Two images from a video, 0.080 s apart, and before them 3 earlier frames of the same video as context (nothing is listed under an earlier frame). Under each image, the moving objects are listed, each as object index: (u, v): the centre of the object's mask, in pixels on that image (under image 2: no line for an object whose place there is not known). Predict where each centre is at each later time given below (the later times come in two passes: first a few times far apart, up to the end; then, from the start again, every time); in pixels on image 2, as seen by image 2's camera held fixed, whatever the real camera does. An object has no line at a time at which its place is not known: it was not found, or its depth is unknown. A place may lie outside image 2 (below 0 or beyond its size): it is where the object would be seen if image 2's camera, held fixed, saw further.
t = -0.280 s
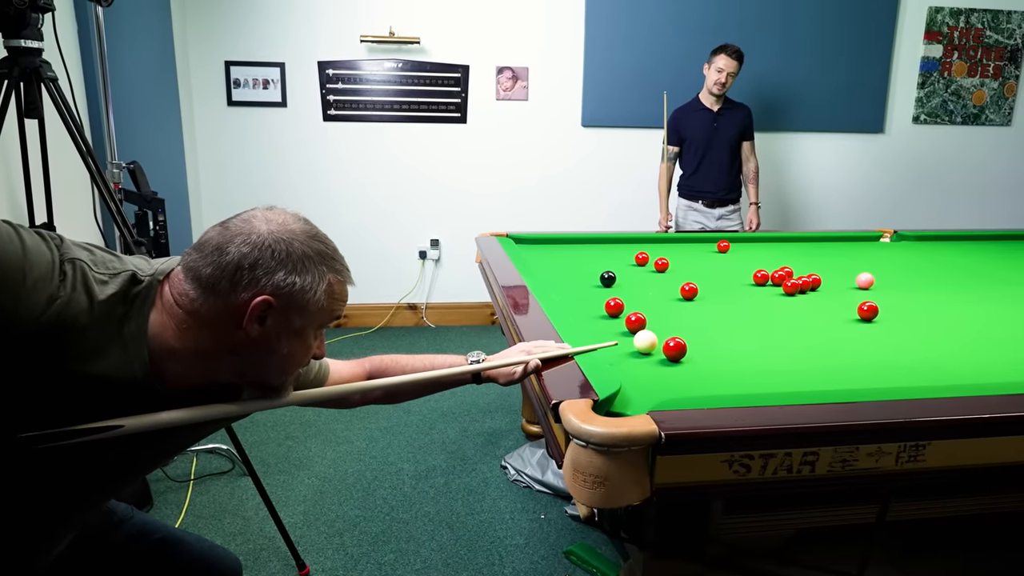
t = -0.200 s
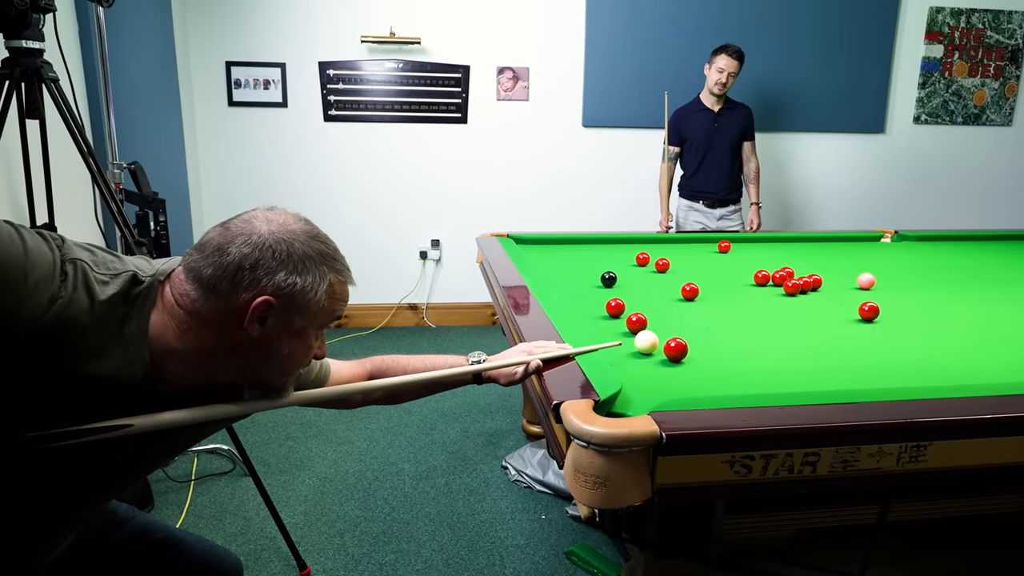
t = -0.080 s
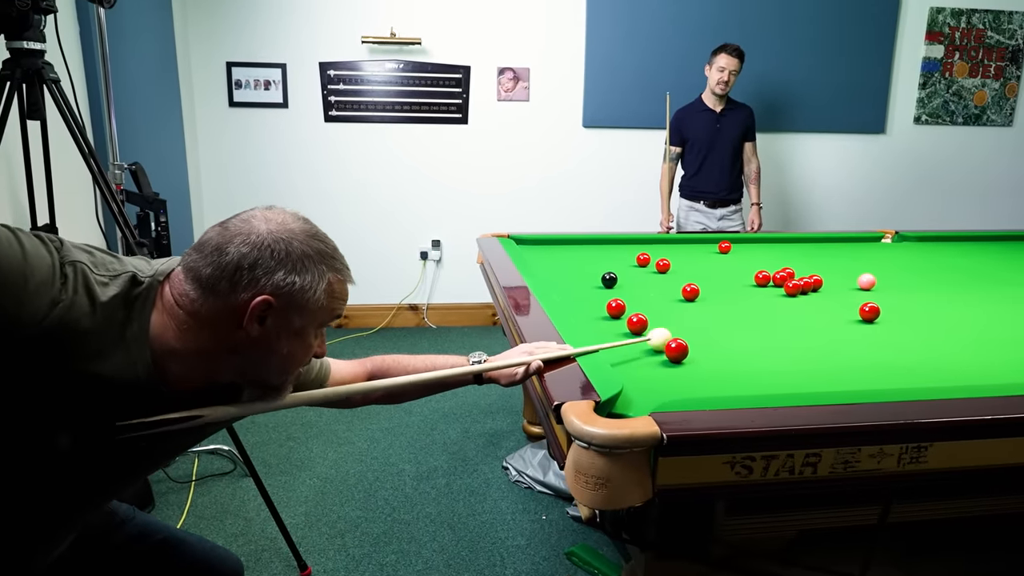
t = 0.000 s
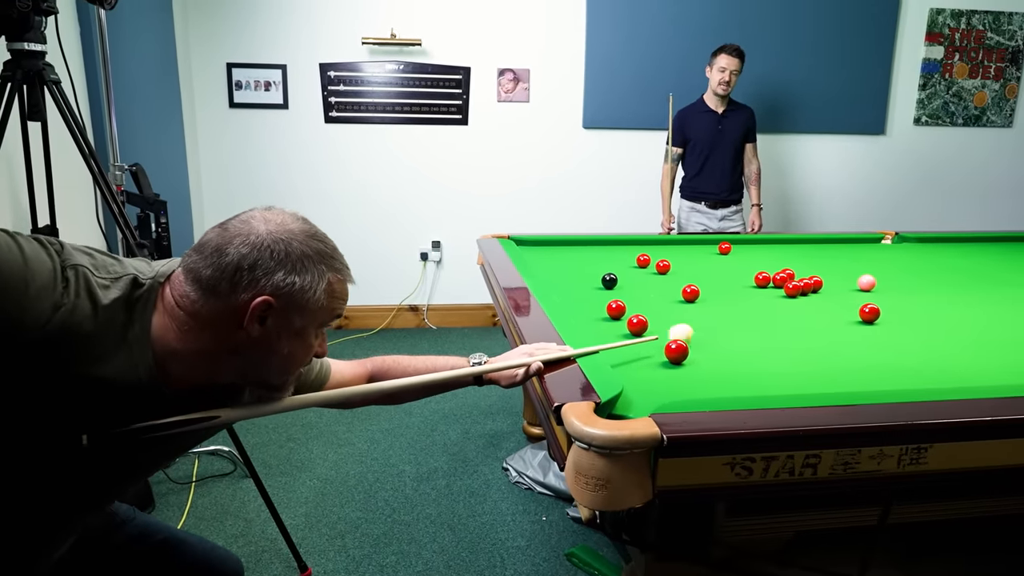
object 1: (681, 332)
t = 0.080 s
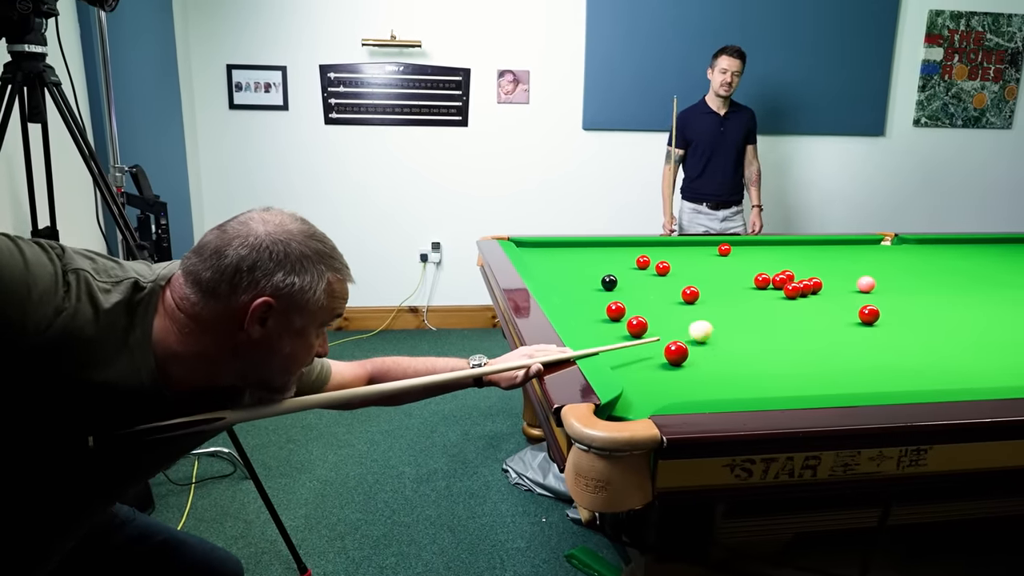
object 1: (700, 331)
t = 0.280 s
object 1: (745, 319)
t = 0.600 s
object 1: (804, 303)
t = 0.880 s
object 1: (847, 292)
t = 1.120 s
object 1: (876, 287)
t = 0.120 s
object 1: (709, 328)
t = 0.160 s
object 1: (719, 326)
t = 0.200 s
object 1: (728, 323)
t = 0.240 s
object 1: (737, 321)
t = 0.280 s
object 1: (745, 319)
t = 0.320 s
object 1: (753, 317)
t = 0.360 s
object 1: (761, 314)
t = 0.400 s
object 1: (769, 312)
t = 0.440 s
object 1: (776, 311)
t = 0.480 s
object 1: (784, 309)
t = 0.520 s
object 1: (791, 306)
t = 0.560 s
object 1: (798, 305)
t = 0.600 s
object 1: (804, 303)
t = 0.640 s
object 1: (811, 301)
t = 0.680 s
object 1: (817, 300)
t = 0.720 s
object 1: (824, 298)
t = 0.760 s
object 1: (830, 296)
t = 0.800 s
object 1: (836, 294)
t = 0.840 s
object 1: (841, 293)
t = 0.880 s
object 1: (847, 292)
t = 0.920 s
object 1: (852, 290)
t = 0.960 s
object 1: (857, 289)
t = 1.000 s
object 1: (863, 287)
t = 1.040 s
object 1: (867, 287)
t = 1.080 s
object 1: (872, 287)
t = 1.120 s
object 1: (876, 287)
